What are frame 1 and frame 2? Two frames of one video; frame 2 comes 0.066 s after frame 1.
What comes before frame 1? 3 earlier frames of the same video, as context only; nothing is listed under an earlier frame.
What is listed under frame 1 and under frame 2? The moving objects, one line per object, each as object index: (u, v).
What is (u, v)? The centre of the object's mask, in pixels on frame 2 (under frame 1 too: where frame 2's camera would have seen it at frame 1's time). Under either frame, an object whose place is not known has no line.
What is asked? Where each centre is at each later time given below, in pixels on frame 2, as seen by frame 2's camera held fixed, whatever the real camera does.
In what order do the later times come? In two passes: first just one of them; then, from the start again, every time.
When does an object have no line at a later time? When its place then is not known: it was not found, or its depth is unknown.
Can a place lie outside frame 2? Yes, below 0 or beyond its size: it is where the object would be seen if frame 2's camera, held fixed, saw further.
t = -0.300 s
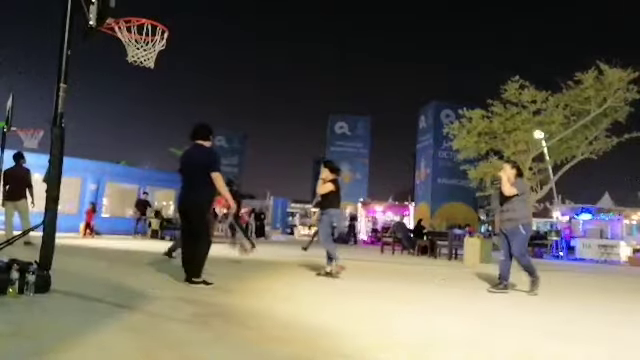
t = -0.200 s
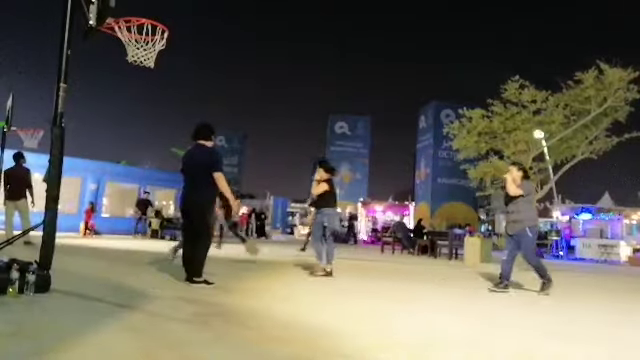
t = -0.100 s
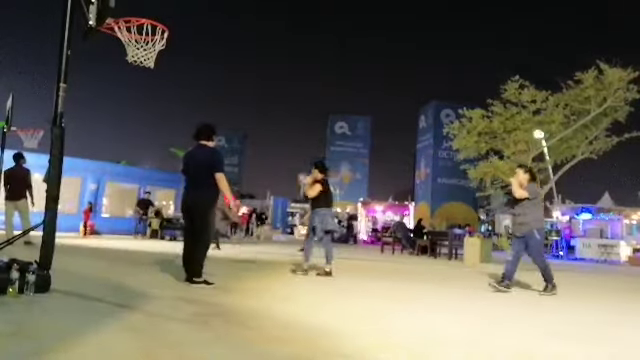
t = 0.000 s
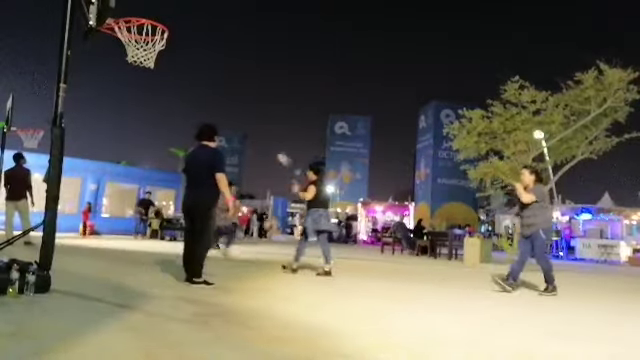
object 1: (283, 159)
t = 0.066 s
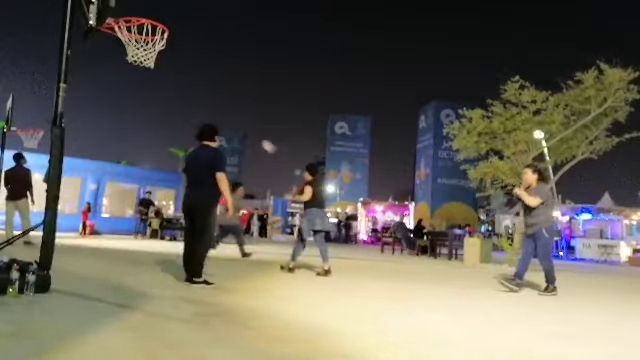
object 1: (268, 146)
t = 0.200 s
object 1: (236, 125)
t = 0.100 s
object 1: (260, 140)
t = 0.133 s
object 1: (252, 135)
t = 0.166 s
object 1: (244, 130)
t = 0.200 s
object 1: (236, 125)
